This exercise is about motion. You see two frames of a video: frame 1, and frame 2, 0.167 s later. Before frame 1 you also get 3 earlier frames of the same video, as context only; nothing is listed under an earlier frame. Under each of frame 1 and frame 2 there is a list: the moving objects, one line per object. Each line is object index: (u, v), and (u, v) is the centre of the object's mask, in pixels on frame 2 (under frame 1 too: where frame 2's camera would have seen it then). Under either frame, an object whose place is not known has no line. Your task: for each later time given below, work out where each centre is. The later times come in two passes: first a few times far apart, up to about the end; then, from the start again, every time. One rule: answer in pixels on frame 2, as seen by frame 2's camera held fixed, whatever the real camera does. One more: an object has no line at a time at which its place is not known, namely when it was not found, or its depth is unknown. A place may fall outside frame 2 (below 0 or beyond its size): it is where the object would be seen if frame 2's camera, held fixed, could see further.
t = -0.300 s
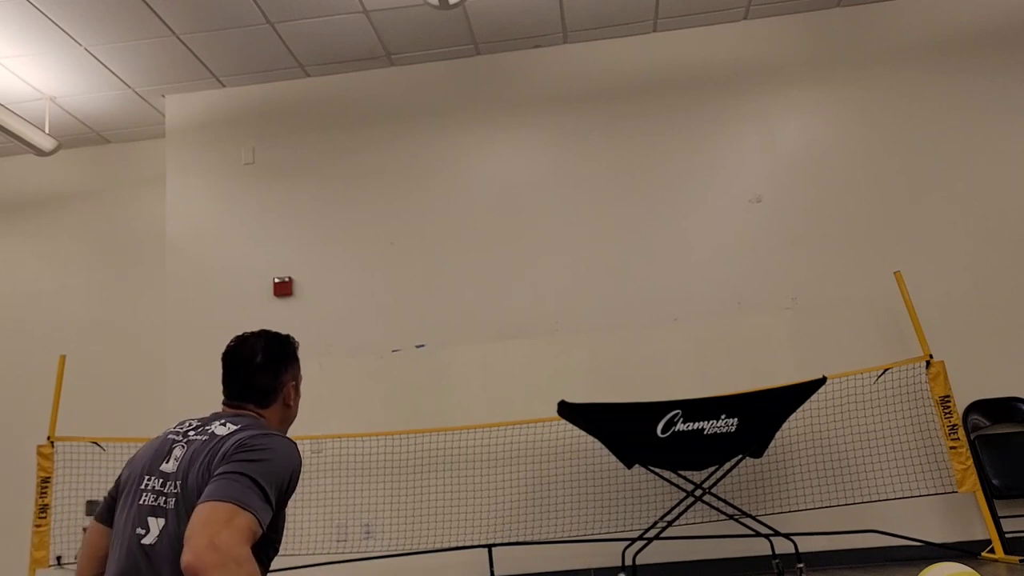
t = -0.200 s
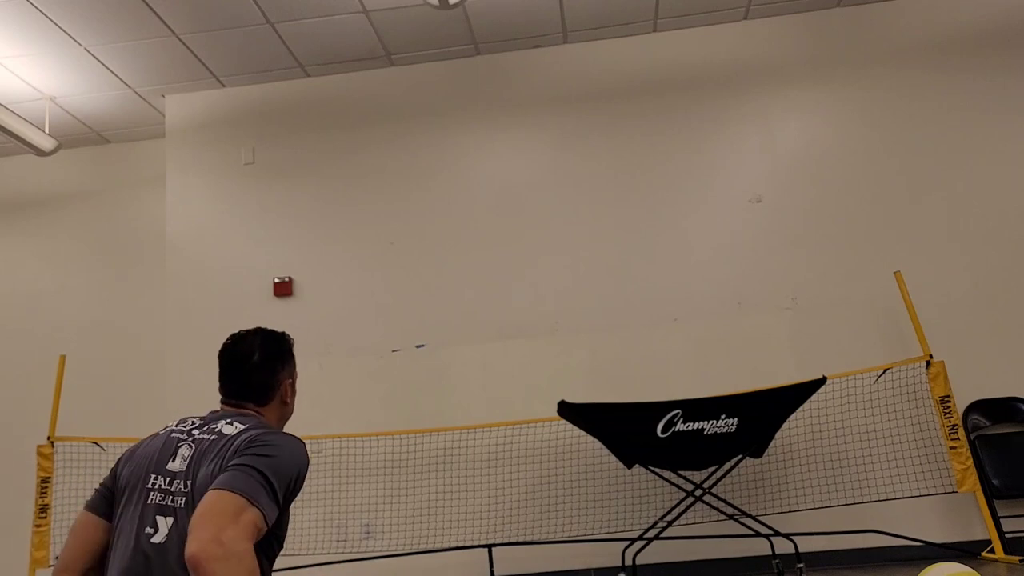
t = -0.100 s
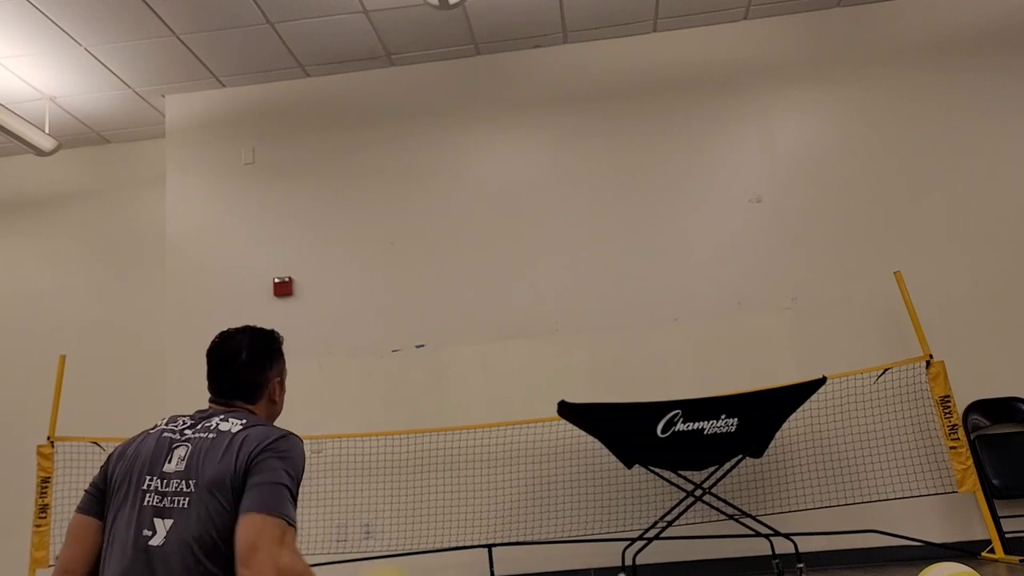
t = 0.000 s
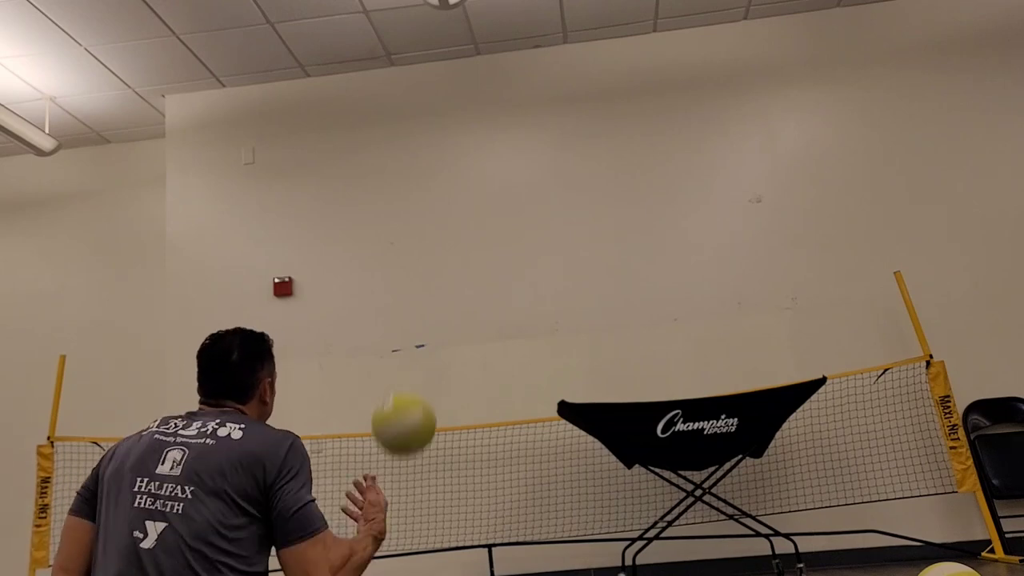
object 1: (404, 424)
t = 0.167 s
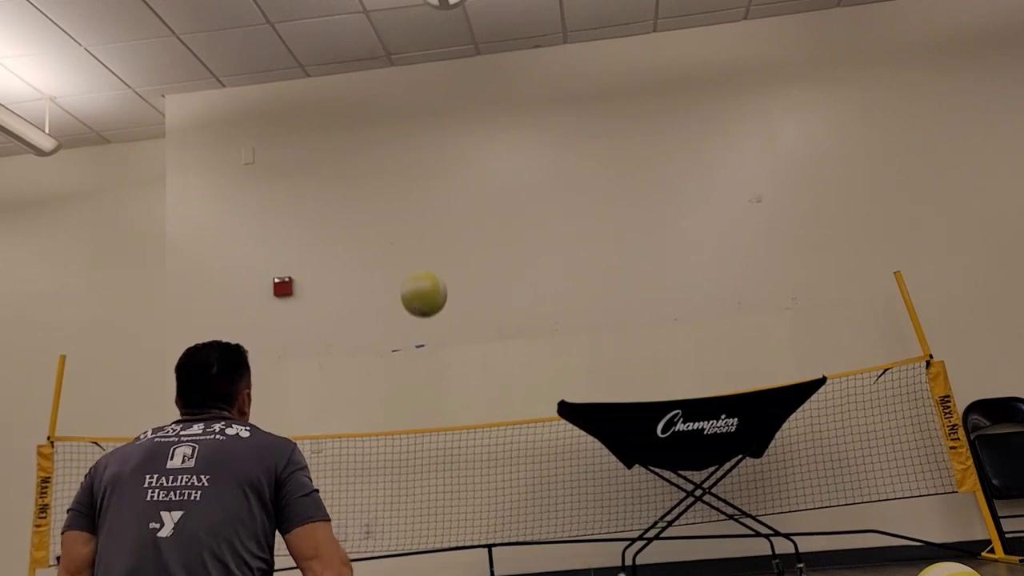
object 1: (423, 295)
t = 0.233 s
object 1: (430, 276)
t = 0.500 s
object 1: (450, 290)
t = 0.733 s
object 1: (400, 275)
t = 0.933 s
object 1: (348, 340)
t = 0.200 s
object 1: (427, 284)
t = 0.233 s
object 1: (430, 276)
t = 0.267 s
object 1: (433, 271)
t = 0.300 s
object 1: (435, 268)
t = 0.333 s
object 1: (439, 269)
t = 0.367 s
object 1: (441, 270)
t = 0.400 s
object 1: (444, 273)
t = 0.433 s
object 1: (446, 278)
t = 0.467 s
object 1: (449, 284)
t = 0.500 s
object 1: (450, 290)
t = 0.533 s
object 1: (443, 283)
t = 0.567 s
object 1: (436, 277)
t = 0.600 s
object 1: (430, 273)
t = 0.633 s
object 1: (422, 271)
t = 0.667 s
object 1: (415, 270)
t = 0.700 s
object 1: (408, 272)
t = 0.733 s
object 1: (400, 275)
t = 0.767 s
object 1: (392, 279)
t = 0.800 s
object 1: (384, 287)
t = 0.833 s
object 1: (376, 296)
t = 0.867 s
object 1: (366, 308)
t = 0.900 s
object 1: (357, 323)
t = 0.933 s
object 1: (348, 340)
